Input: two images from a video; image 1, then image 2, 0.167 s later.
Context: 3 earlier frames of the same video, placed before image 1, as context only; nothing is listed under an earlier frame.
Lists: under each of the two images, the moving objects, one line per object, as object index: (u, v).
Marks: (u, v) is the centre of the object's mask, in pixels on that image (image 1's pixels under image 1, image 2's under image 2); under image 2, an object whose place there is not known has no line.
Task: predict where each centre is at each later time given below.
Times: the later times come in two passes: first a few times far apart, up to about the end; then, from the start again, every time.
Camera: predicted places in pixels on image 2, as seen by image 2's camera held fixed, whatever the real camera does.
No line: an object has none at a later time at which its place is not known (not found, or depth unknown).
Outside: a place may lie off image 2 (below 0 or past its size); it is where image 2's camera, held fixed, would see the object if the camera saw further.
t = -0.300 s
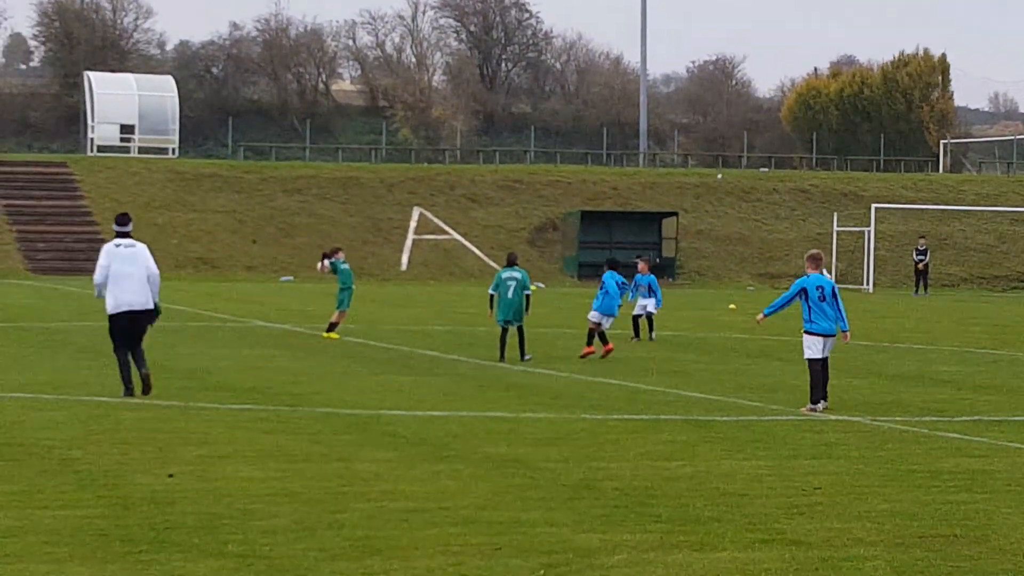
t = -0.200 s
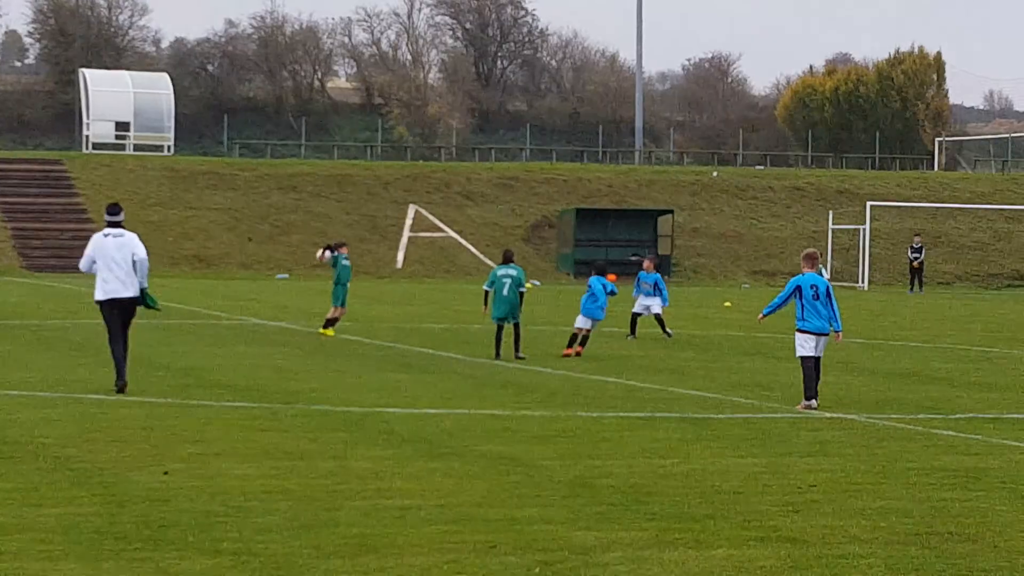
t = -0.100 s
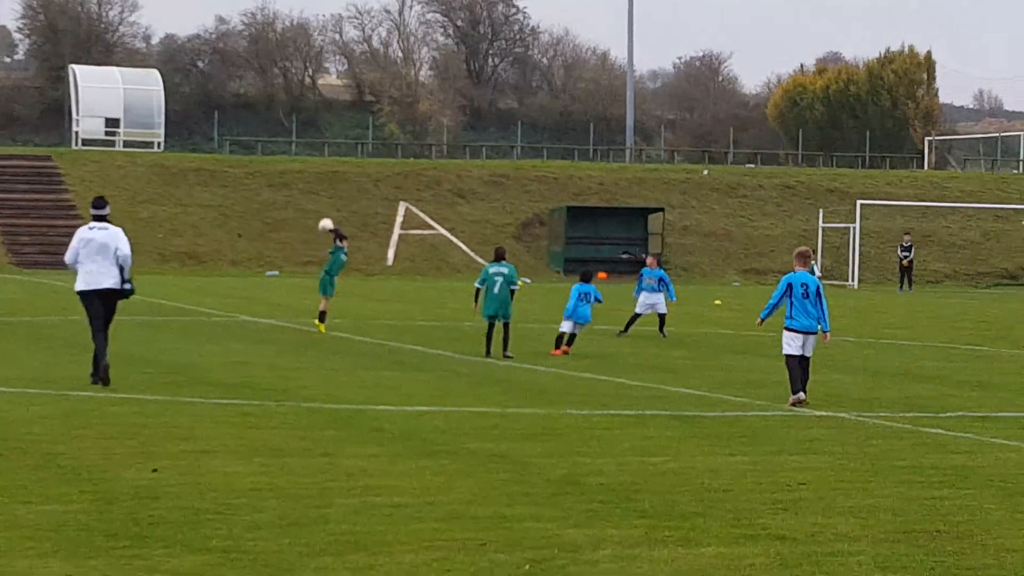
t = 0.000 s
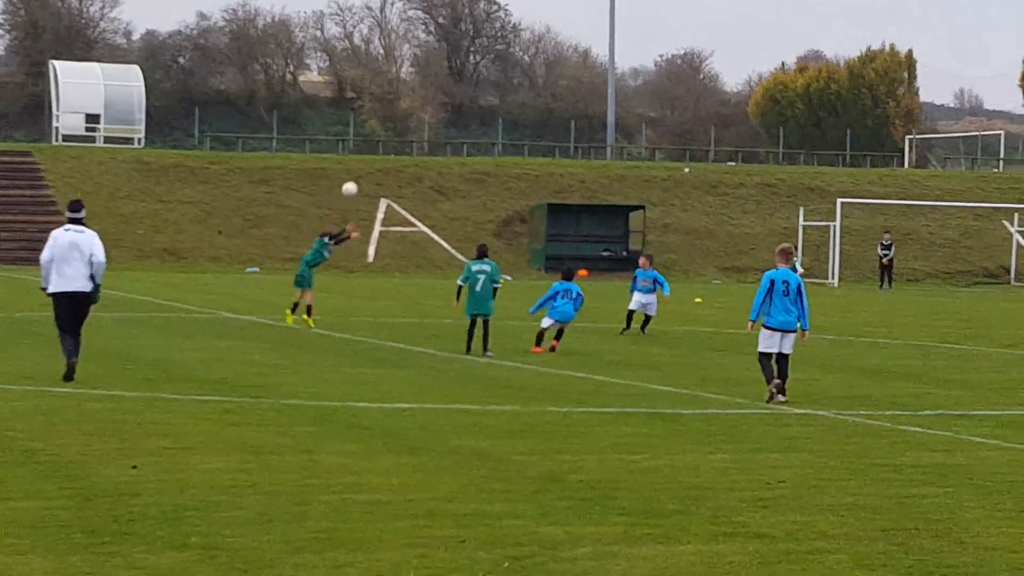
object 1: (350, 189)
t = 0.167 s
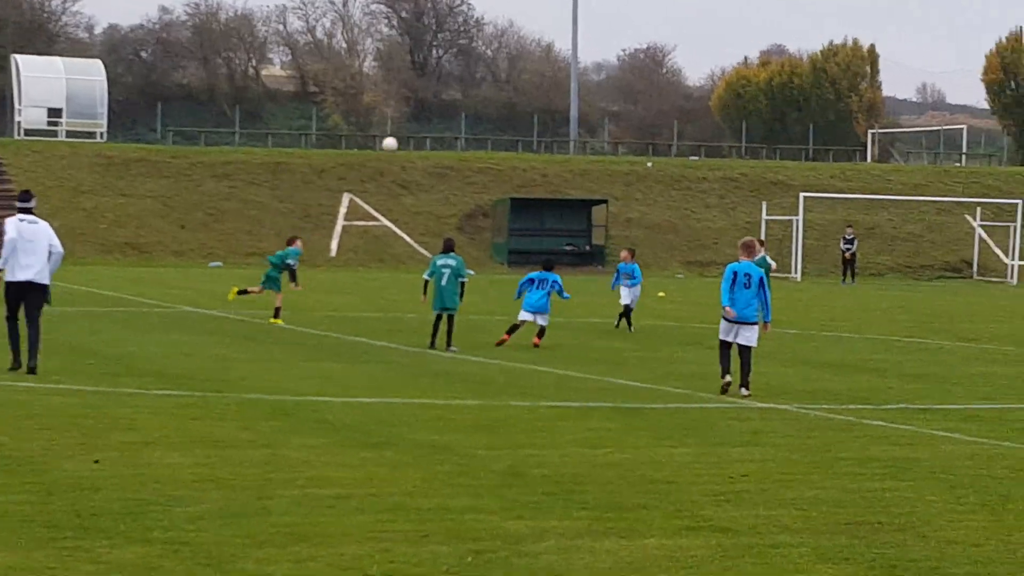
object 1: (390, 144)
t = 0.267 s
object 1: (436, 130)
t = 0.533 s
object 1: (554, 128)
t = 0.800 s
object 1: (667, 174)
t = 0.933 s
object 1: (723, 215)
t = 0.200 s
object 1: (405, 139)
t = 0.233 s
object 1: (421, 135)
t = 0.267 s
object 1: (436, 130)
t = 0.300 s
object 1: (450, 128)
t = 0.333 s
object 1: (465, 125)
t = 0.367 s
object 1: (480, 124)
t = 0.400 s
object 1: (495, 123)
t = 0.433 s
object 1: (510, 123)
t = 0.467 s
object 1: (524, 124)
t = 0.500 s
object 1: (539, 126)
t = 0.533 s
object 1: (554, 128)
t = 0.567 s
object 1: (568, 131)
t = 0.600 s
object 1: (583, 134)
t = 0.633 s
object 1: (597, 139)
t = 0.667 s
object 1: (611, 145)
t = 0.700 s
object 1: (625, 150)
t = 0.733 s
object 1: (639, 157)
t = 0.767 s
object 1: (654, 165)
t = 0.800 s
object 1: (667, 174)
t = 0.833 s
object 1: (681, 182)
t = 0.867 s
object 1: (695, 192)
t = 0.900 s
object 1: (708, 203)
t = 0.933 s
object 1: (723, 215)
